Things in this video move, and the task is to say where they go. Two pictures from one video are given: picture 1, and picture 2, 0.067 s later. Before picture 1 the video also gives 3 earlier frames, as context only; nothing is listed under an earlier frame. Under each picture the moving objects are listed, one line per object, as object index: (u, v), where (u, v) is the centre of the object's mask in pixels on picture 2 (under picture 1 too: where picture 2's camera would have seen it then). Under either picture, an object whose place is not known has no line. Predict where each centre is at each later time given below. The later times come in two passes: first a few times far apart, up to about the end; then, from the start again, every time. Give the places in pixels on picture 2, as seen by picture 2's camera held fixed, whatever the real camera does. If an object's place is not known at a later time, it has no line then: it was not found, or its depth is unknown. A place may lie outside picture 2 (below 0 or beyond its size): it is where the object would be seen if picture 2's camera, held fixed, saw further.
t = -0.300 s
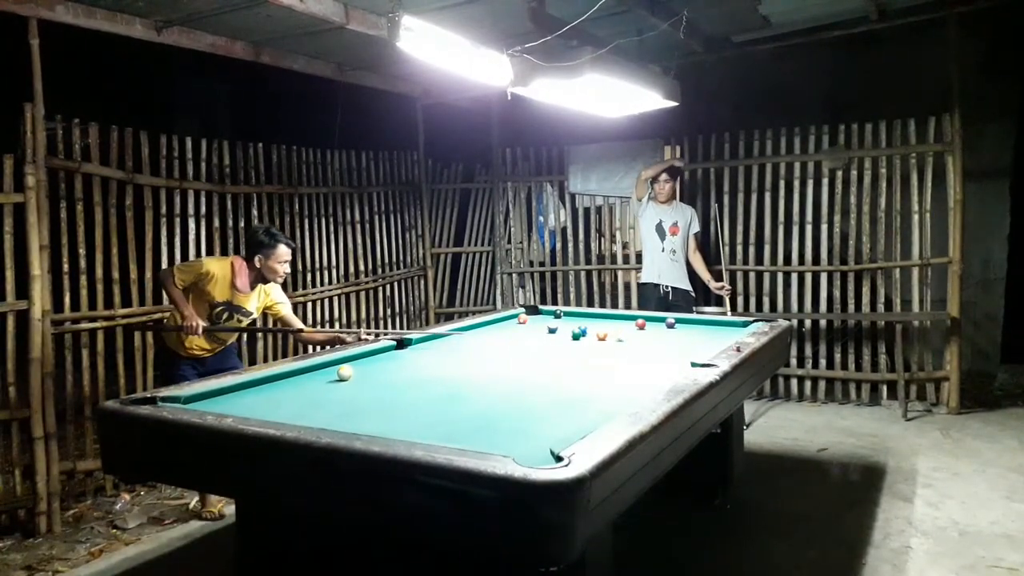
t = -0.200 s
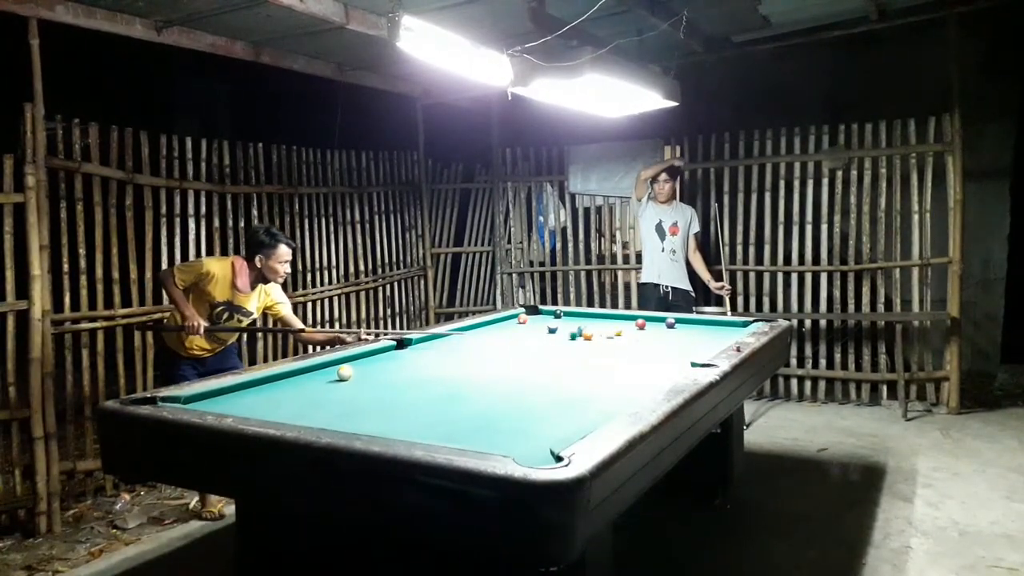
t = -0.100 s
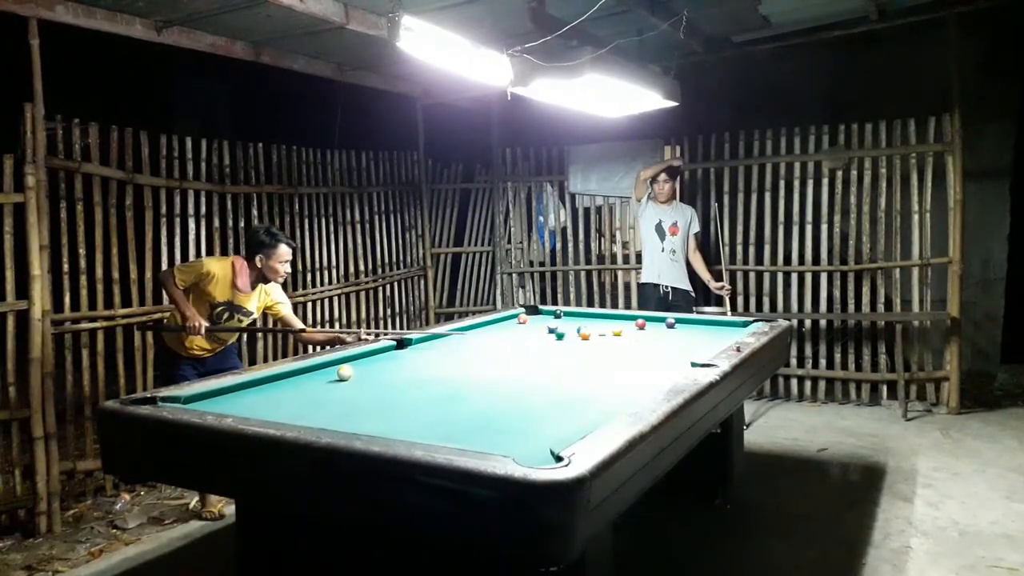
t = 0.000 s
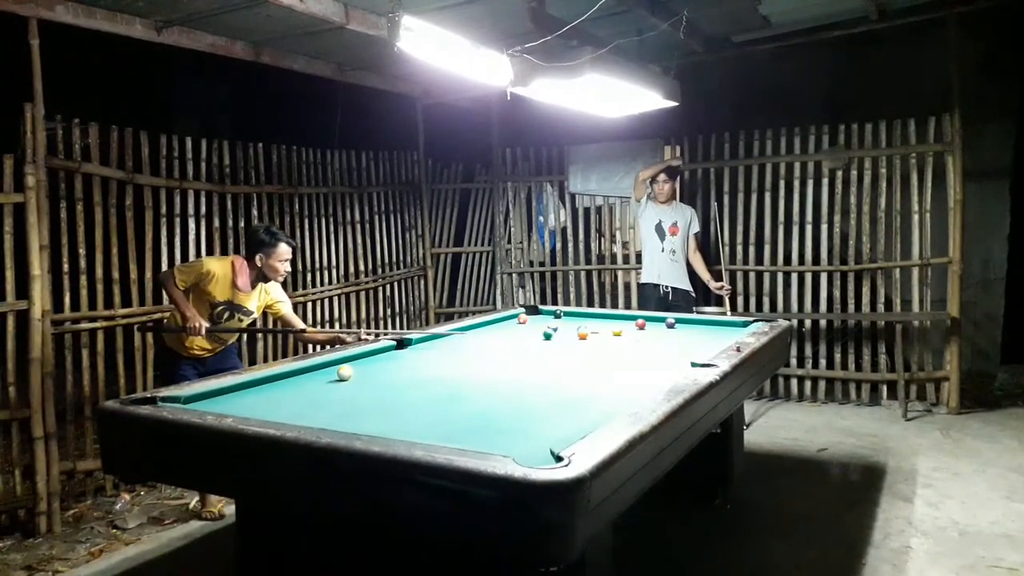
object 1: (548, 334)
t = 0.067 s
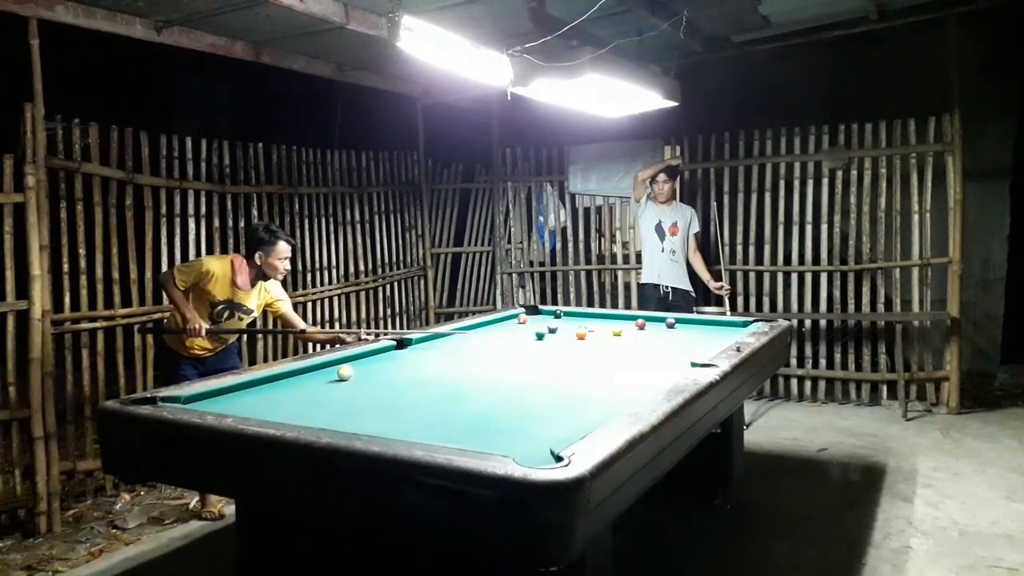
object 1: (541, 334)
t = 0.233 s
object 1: (521, 334)
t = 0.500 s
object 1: (492, 334)
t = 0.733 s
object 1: (468, 334)
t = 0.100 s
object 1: (536, 335)
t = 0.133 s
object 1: (532, 335)
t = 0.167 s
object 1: (528, 335)
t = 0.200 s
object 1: (525, 333)
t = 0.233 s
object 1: (521, 334)
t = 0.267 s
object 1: (517, 334)
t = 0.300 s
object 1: (513, 334)
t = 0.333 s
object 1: (510, 335)
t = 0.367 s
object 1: (506, 334)
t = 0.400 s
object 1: (503, 335)
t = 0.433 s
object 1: (499, 335)
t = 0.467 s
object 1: (496, 335)
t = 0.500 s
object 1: (492, 334)
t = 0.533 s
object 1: (488, 334)
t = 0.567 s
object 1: (485, 335)
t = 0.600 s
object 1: (482, 334)
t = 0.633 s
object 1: (477, 335)
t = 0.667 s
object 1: (474, 335)
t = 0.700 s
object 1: (471, 334)
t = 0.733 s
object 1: (468, 334)
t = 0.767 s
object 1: (465, 333)
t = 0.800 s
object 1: (462, 334)
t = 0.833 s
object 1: (459, 334)
